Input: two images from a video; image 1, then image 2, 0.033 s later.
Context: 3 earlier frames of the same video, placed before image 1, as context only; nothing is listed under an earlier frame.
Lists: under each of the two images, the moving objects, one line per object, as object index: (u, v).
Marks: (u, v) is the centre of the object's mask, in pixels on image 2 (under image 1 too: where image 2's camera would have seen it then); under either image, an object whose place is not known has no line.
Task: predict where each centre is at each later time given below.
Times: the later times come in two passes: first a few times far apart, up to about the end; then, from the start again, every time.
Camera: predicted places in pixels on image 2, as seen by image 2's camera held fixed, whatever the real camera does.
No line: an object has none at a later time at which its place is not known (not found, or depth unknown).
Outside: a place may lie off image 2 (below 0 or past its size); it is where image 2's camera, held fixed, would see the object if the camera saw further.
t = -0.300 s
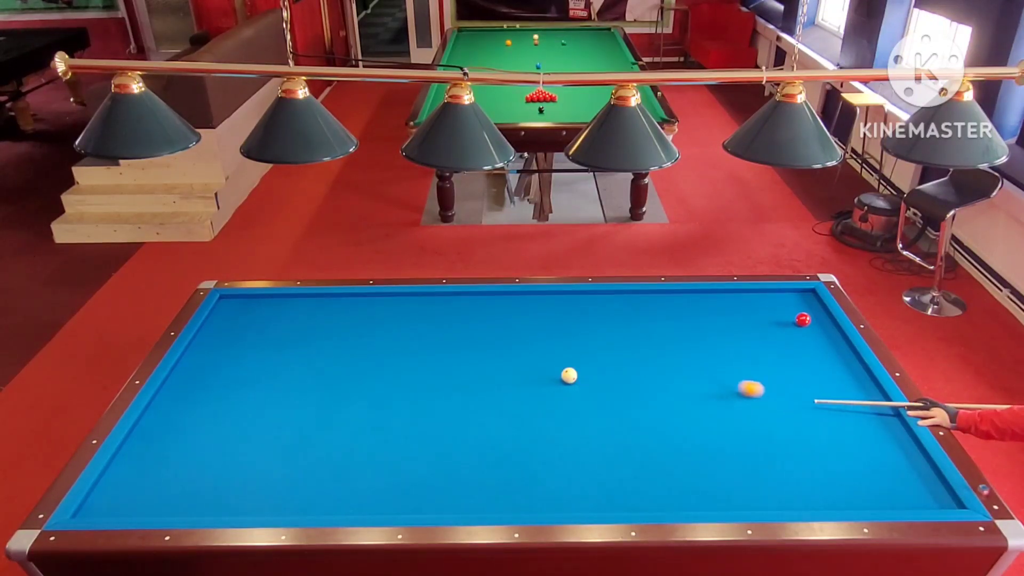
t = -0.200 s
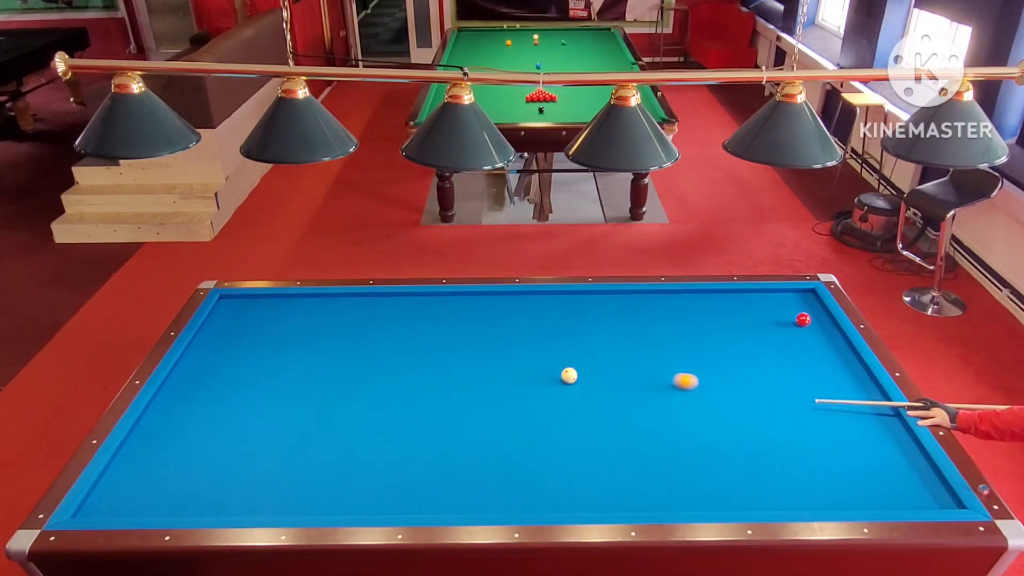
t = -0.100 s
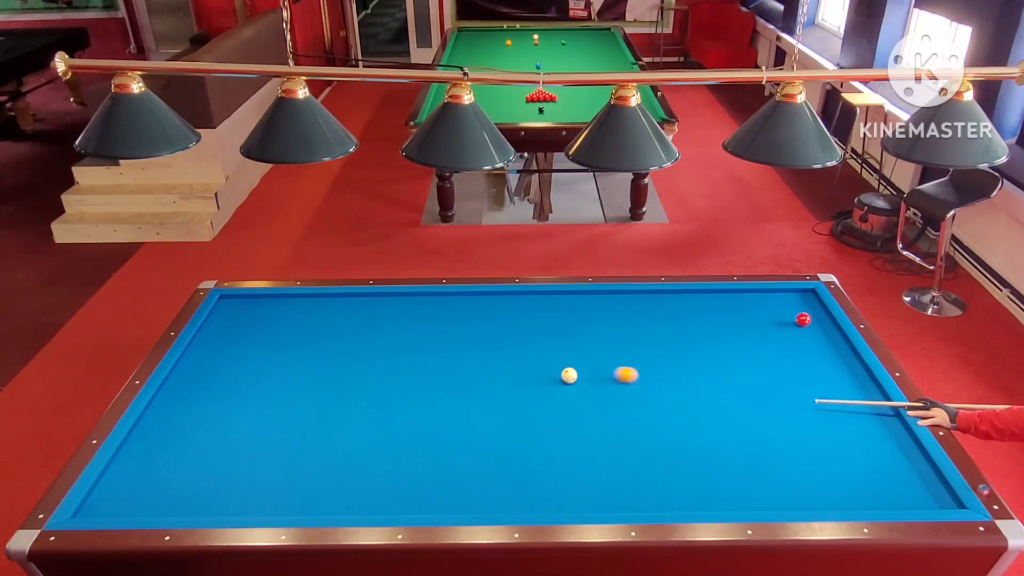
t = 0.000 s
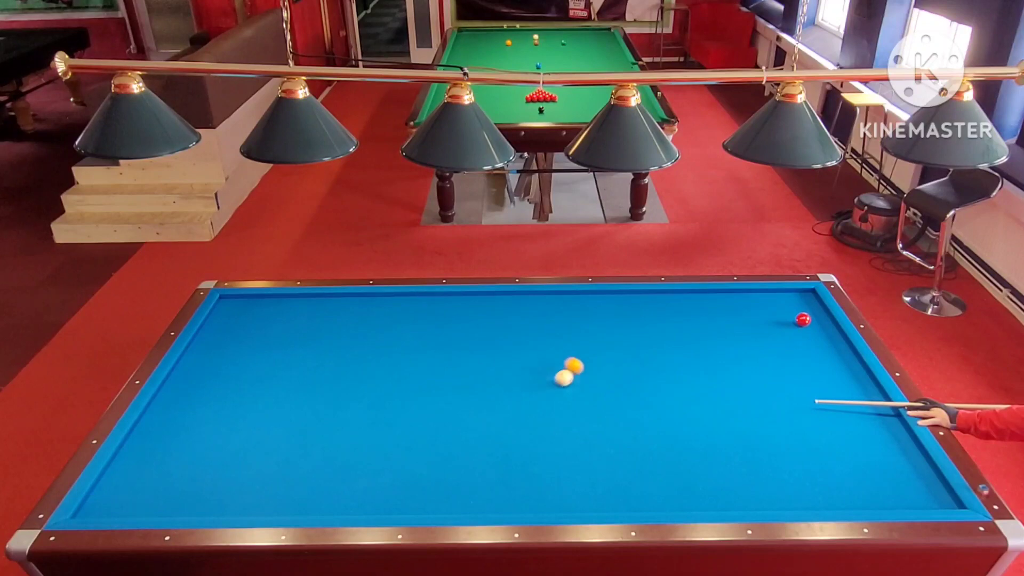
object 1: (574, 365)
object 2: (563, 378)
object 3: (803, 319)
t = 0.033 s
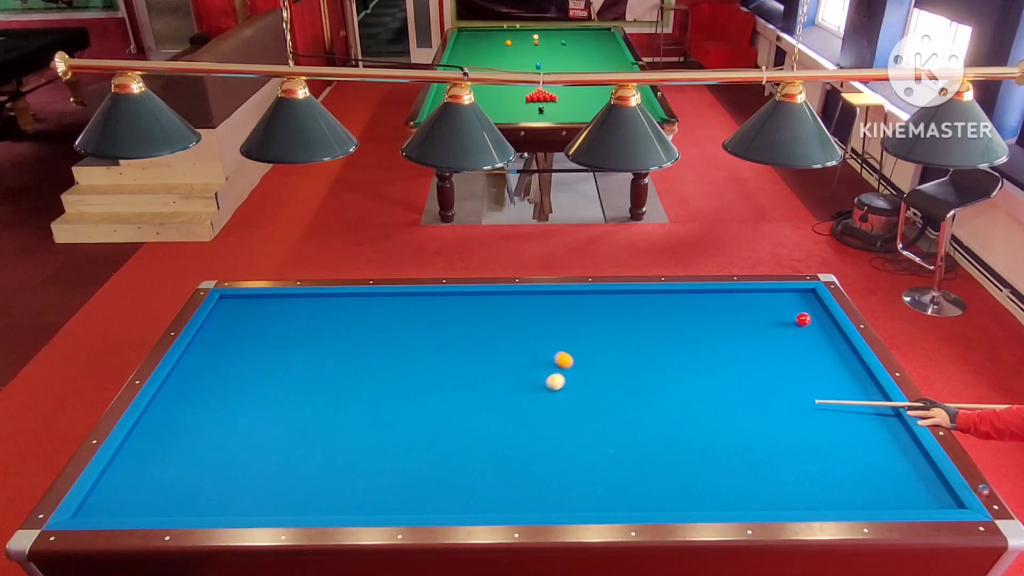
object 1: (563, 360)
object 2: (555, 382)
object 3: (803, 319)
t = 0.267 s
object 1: (488, 327)
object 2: (504, 405)
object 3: (803, 319)
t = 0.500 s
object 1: (419, 299)
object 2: (455, 428)
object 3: (803, 319)
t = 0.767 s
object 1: (340, 314)
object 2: (396, 455)
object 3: (803, 319)
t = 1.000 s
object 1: (267, 330)
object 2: (340, 480)
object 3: (803, 319)
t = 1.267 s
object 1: (196, 352)
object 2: (273, 509)
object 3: (803, 319)
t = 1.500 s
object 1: (227, 376)
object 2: (238, 497)
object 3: (803, 319)
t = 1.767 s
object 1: (258, 406)
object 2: (200, 482)
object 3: (803, 319)
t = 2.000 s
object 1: (286, 435)
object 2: (169, 470)
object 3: (803, 319)
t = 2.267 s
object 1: (323, 471)
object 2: (136, 457)
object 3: (803, 319)
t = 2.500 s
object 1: (358, 505)
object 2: (138, 445)
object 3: (803, 319)
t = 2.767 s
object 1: (413, 487)
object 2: (168, 431)
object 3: (803, 319)
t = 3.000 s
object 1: (457, 468)
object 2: (193, 420)
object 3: (803, 319)
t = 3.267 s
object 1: (504, 448)
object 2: (219, 408)
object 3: (803, 319)
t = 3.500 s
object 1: (543, 431)
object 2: (240, 398)
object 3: (803, 319)
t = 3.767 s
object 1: (583, 414)
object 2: (262, 388)
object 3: (803, 319)
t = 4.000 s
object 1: (616, 400)
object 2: (281, 379)
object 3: (803, 319)
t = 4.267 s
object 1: (651, 384)
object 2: (300, 370)
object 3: (803, 319)
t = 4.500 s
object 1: (679, 372)
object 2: (316, 362)
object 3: (802, 319)
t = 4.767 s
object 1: (710, 359)
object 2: (333, 354)
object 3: (802, 319)
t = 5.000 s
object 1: (734, 349)
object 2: (347, 348)
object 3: (803, 319)
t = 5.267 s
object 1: (761, 337)
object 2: (361, 341)
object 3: (803, 319)
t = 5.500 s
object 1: (784, 328)
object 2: (373, 335)
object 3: (803, 319)
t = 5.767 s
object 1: (796, 322)
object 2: (386, 329)
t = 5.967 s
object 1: (799, 320)
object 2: (394, 325)
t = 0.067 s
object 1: (553, 354)
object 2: (547, 386)
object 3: (803, 319)
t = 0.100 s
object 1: (542, 349)
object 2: (539, 389)
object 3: (803, 319)
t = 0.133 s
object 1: (532, 344)
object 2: (532, 393)
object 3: (803, 319)
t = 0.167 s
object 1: (521, 340)
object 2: (524, 396)
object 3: (803, 319)
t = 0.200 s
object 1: (510, 335)
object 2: (517, 399)
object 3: (803, 319)
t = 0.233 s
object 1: (499, 331)
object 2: (511, 403)
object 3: (803, 319)
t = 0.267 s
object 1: (488, 327)
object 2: (504, 405)
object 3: (803, 319)
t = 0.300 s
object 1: (478, 322)
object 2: (497, 409)
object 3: (803, 319)
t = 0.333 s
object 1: (467, 319)
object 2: (490, 412)
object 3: (803, 319)
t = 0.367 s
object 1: (457, 315)
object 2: (483, 415)
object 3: (803, 319)
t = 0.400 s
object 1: (448, 311)
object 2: (477, 418)
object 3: (803, 319)
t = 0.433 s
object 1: (438, 306)
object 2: (470, 421)
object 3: (803, 319)
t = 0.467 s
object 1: (429, 303)
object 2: (462, 425)
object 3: (803, 319)
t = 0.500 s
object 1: (419, 299)
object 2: (455, 428)
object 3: (803, 319)
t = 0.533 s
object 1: (410, 296)
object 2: (448, 431)
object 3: (803, 319)
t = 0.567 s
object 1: (400, 298)
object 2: (441, 434)
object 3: (803, 319)
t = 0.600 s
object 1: (391, 301)
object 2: (434, 438)
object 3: (803, 319)
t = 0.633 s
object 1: (381, 304)
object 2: (426, 441)
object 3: (803, 319)
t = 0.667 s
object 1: (370, 307)
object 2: (419, 444)
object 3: (803, 319)
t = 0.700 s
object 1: (360, 309)
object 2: (411, 448)
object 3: (803, 319)
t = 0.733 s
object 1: (350, 312)
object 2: (404, 451)
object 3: (803, 319)
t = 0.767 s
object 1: (340, 314)
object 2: (396, 455)
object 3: (803, 319)
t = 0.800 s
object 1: (330, 316)
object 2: (388, 458)
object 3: (803, 319)
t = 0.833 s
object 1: (320, 318)
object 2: (381, 462)
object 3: (803, 319)
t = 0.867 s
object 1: (309, 321)
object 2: (373, 465)
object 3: (803, 319)
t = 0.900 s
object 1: (299, 323)
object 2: (365, 469)
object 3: (803, 319)
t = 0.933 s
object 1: (288, 325)
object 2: (357, 473)
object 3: (803, 319)
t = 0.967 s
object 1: (278, 328)
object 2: (349, 476)
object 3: (803, 319)
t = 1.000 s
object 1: (267, 330)
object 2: (340, 480)
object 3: (803, 319)
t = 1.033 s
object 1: (256, 333)
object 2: (332, 484)
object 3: (803, 319)
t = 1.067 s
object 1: (245, 335)
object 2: (324, 488)
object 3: (803, 319)
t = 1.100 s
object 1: (234, 338)
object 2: (316, 491)
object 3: (803, 319)
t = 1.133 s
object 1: (223, 340)
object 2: (307, 495)
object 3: (803, 319)
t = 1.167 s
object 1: (212, 343)
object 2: (299, 499)
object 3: (803, 319)
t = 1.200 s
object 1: (201, 345)
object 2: (290, 503)
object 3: (803, 319)
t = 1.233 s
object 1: (191, 348)
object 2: (282, 506)
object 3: (803, 319)
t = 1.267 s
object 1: (196, 352)
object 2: (273, 509)
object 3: (803, 319)
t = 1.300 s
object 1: (202, 355)
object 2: (267, 508)
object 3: (803, 319)
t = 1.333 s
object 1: (207, 358)
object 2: (262, 507)
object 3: (803, 319)
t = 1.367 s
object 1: (212, 362)
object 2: (257, 505)
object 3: (803, 319)
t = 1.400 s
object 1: (216, 365)
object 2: (252, 503)
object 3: (803, 319)
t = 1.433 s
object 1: (220, 369)
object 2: (247, 501)
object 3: (803, 319)
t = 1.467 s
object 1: (224, 372)
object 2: (242, 499)
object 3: (803, 319)
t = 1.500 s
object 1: (227, 376)
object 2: (238, 497)
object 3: (803, 319)
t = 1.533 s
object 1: (231, 379)
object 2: (233, 495)
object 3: (803, 319)
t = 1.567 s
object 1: (235, 383)
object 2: (228, 493)
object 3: (803, 319)
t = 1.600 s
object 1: (239, 387)
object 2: (223, 491)
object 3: (803, 319)
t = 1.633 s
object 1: (242, 390)
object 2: (218, 489)
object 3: (803, 319)
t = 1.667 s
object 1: (246, 394)
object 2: (213, 487)
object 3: (803, 319)
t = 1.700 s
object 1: (250, 398)
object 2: (209, 486)
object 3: (803, 319)
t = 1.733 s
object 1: (254, 402)
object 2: (204, 484)
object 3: (803, 319)
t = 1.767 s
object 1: (258, 406)
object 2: (200, 482)
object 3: (803, 319)
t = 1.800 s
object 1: (262, 410)
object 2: (195, 480)
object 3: (803, 319)
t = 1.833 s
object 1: (266, 414)
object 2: (191, 478)
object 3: (803, 319)
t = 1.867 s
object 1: (270, 418)
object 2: (186, 477)
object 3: (803, 319)
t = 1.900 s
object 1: (274, 422)
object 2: (182, 475)
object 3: (803, 319)
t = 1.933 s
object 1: (278, 426)
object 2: (178, 473)
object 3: (803, 319)
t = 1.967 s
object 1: (282, 431)
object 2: (173, 472)
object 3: (803, 319)
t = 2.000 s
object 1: (286, 435)
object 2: (169, 470)
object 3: (803, 319)
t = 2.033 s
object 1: (291, 439)
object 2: (165, 468)
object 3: (803, 319)
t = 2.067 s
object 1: (295, 443)
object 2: (160, 466)
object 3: (803, 319)
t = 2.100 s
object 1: (300, 448)
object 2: (156, 465)
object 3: (803, 319)
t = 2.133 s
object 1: (304, 452)
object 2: (152, 463)
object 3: (803, 319)
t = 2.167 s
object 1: (309, 457)
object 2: (148, 461)
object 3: (803, 319)
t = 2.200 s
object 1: (313, 462)
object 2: (144, 460)
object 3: (803, 319)
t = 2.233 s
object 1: (318, 466)
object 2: (140, 458)
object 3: (803, 319)
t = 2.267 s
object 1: (323, 471)
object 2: (136, 457)
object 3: (803, 319)
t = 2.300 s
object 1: (328, 476)
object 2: (132, 455)
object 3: (803, 319)
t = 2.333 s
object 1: (333, 481)
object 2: (128, 453)
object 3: (803, 319)
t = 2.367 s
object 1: (338, 486)
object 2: (124, 452)
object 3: (803, 319)
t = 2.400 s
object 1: (343, 491)
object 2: (125, 450)
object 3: (803, 319)
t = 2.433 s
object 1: (348, 496)
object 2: (130, 448)
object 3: (803, 319)
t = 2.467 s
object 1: (353, 501)
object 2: (134, 446)
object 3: (803, 319)
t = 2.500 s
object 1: (358, 505)
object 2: (138, 445)
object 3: (803, 319)
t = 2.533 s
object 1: (364, 508)
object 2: (142, 443)
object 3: (803, 319)
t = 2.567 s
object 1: (372, 505)
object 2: (146, 441)
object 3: (803, 319)
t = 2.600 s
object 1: (379, 502)
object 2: (150, 439)
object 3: (803, 319)
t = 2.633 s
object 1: (386, 499)
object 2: (153, 438)
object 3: (803, 319)
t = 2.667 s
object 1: (392, 496)
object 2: (157, 436)
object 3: (803, 319)
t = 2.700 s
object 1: (399, 493)
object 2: (161, 434)
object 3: (803, 319)
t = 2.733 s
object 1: (406, 490)
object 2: (165, 432)
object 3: (803, 319)
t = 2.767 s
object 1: (413, 487)
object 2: (168, 431)
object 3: (803, 319)
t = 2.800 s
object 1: (419, 484)
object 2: (172, 429)
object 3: (803, 319)
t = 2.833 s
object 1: (426, 481)
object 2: (175, 428)
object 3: (803, 319)
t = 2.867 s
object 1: (432, 479)
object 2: (179, 426)
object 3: (803, 319)
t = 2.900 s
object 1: (439, 476)
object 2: (182, 424)
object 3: (803, 319)
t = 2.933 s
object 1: (445, 473)
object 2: (186, 423)
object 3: (803, 319)
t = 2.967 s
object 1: (451, 471)
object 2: (189, 421)
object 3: (803, 319)
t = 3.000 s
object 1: (457, 468)
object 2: (193, 420)
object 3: (803, 319)
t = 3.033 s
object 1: (464, 465)
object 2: (196, 418)
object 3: (803, 319)
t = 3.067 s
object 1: (470, 463)
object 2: (199, 417)
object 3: (803, 319)
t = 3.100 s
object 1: (475, 460)
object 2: (203, 415)
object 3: (803, 319)
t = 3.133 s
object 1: (482, 458)
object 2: (206, 414)
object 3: (803, 319)
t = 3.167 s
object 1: (487, 455)
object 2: (209, 412)
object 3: (803, 319)
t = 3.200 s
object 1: (493, 453)
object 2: (212, 411)
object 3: (803, 319)
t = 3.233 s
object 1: (499, 450)
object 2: (215, 409)
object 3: (803, 319)
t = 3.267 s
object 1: (504, 448)
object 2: (219, 408)
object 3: (803, 319)
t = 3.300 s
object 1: (510, 445)
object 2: (222, 406)
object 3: (802, 319)
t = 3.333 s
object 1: (516, 443)
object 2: (225, 405)
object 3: (802, 319)
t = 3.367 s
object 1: (521, 440)
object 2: (228, 404)
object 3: (803, 319)
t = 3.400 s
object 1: (527, 438)
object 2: (231, 402)
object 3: (803, 319)
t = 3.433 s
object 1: (532, 436)
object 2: (234, 401)
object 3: (803, 319)
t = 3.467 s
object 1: (537, 433)
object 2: (237, 399)
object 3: (803, 319)
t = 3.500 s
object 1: (543, 431)
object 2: (240, 398)
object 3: (803, 319)
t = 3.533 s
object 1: (548, 429)
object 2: (243, 397)
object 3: (803, 319)
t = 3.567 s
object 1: (553, 427)
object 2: (246, 395)
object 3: (803, 319)
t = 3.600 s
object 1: (558, 425)
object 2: (248, 394)
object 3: (803, 319)
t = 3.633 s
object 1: (563, 422)
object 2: (251, 393)
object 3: (803, 319)
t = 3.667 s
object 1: (568, 420)
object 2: (254, 392)
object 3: (803, 319)
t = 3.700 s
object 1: (573, 418)
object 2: (257, 390)
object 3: (803, 319)
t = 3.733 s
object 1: (578, 416)
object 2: (260, 389)
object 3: (803, 319)
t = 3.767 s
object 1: (583, 414)
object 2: (262, 388)
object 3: (803, 319)
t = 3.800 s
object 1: (588, 412)
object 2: (265, 386)
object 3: (803, 319)
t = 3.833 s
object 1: (593, 410)
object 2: (268, 385)
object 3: (803, 319)
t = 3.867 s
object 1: (597, 408)
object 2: (270, 384)
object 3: (803, 319)
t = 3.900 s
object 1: (602, 406)
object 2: (273, 383)
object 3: (803, 319)
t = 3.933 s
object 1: (606, 404)
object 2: (275, 382)
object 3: (803, 319)
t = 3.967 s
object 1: (611, 402)
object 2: (278, 380)
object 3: (803, 319)
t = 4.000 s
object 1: (616, 400)
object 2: (281, 379)
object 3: (803, 319)
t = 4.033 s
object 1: (620, 398)
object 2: (283, 378)
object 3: (803, 319)
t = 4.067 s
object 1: (625, 396)
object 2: (286, 377)
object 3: (803, 319)
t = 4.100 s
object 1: (629, 394)
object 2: (288, 376)
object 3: (802, 319)
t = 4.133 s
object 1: (633, 392)
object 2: (291, 374)
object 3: (803, 319)
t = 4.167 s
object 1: (638, 390)
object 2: (293, 373)
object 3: (803, 319)
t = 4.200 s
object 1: (642, 388)
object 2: (296, 372)
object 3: (803, 319)
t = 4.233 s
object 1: (646, 386)
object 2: (298, 371)
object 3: (803, 319)
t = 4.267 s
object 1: (651, 384)
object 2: (300, 370)
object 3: (803, 319)
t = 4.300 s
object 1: (655, 383)
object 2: (303, 369)
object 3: (803, 319)
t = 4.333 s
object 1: (659, 381)
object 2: (305, 368)
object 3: (802, 319)
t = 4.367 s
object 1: (663, 379)
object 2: (307, 366)
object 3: (803, 319)
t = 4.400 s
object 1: (667, 377)
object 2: (310, 366)
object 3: (803, 319)
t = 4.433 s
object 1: (671, 376)
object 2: (312, 364)
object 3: (803, 319)
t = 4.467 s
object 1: (675, 374)
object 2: (314, 363)
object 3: (803, 319)
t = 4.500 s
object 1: (679, 372)
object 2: (316, 362)
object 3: (802, 319)
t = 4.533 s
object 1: (683, 371)
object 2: (318, 361)
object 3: (803, 319)
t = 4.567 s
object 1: (687, 369)
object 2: (321, 360)
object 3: (802, 319)
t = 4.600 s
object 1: (691, 367)
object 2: (323, 359)
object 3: (802, 319)
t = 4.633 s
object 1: (695, 366)
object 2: (325, 358)
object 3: (803, 319)
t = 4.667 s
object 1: (698, 364)
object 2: (327, 357)
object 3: (803, 319)
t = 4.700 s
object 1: (702, 362)
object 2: (329, 356)
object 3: (802, 319)
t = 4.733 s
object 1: (706, 361)
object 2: (331, 355)
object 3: (802, 319)
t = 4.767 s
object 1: (710, 359)
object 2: (333, 354)
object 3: (802, 319)
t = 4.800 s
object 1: (713, 358)
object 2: (335, 353)
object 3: (802, 319)
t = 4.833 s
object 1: (717, 356)
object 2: (337, 353)
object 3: (803, 319)
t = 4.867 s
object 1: (720, 355)
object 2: (339, 352)
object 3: (803, 319)
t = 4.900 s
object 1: (724, 353)
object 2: (341, 351)
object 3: (803, 319)
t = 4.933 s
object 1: (728, 352)
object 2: (343, 350)
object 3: (803, 319)
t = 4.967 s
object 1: (731, 350)
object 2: (345, 349)
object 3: (803, 319)
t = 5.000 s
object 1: (734, 349)
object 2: (347, 348)
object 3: (803, 319)
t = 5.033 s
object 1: (738, 347)
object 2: (349, 347)
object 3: (803, 319)
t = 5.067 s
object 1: (741, 346)
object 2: (350, 346)
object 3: (803, 319)
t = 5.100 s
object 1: (745, 344)
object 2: (352, 345)
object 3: (803, 319)
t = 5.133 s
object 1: (748, 343)
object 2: (354, 344)
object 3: (803, 319)
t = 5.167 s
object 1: (751, 341)
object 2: (356, 344)
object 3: (803, 319)
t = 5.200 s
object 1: (755, 340)
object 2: (358, 343)
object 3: (803, 319)
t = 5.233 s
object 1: (758, 339)
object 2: (360, 342)
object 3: (803, 319)
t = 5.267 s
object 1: (761, 337)
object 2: (361, 341)
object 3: (803, 319)
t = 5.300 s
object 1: (764, 336)
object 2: (363, 340)
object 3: (803, 319)
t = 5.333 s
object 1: (767, 335)
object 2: (365, 339)
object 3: (803, 319)
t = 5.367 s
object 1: (771, 333)
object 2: (366, 339)
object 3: (803, 319)
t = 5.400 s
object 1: (774, 332)
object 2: (368, 338)
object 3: (803, 319)
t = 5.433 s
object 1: (777, 330)
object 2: (370, 337)
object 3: (803, 319)
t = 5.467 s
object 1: (780, 329)
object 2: (371, 336)
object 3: (803, 319)
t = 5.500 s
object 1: (784, 328)
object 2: (373, 335)
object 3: (803, 319)
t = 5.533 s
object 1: (787, 326)
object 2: (375, 335)
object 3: (803, 319)
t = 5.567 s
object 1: (789, 325)
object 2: (376, 334)
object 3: (803, 319)
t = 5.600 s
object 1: (793, 324)
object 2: (378, 333)
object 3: (804, 319)
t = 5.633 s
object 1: (794, 323)
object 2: (379, 332)
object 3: (806, 318)
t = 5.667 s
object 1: (794, 323)
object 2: (381, 332)
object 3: (807, 318)
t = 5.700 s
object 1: (795, 323)
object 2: (383, 331)
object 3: (809, 317)
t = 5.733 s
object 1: (795, 322)
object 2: (384, 330)
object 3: (811, 316)
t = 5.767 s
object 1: (796, 322)
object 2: (386, 329)
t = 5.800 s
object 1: (796, 322)
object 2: (387, 329)
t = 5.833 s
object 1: (797, 322)
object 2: (388, 328)
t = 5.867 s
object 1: (798, 321)
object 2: (390, 327)
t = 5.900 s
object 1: (798, 321)
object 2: (392, 326)
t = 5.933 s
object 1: (798, 321)
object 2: (393, 326)
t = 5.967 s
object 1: (799, 320)
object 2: (394, 325)
